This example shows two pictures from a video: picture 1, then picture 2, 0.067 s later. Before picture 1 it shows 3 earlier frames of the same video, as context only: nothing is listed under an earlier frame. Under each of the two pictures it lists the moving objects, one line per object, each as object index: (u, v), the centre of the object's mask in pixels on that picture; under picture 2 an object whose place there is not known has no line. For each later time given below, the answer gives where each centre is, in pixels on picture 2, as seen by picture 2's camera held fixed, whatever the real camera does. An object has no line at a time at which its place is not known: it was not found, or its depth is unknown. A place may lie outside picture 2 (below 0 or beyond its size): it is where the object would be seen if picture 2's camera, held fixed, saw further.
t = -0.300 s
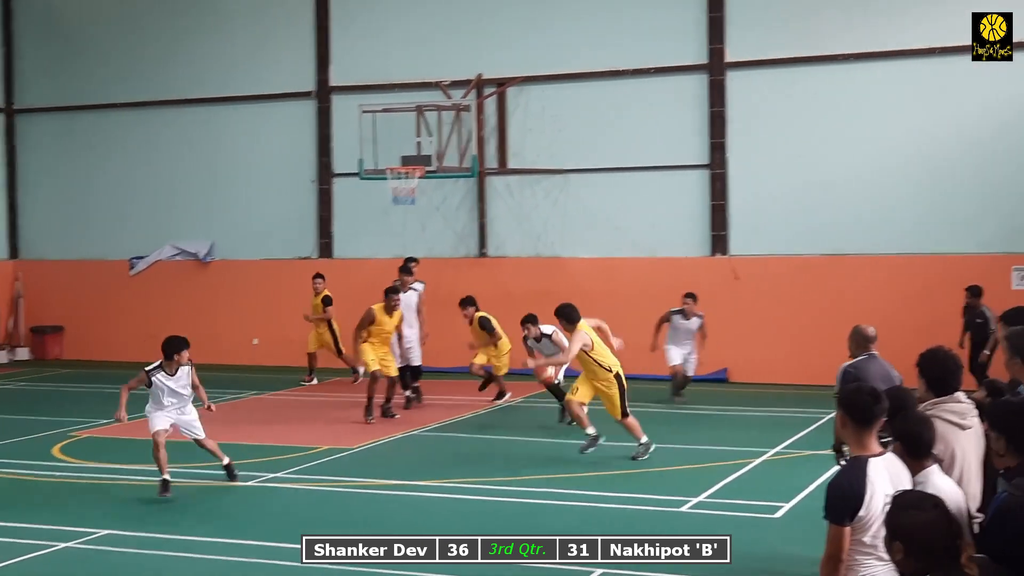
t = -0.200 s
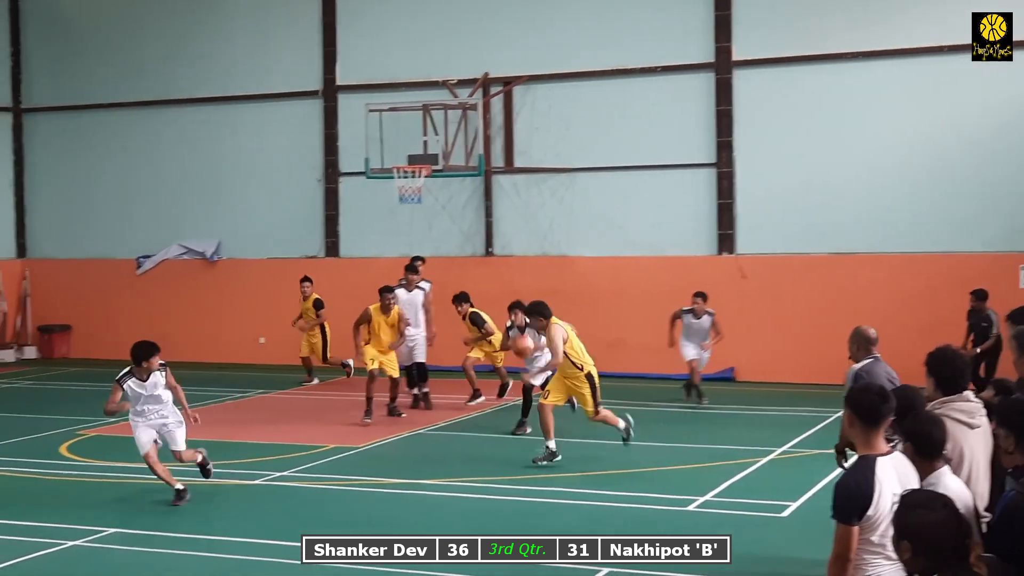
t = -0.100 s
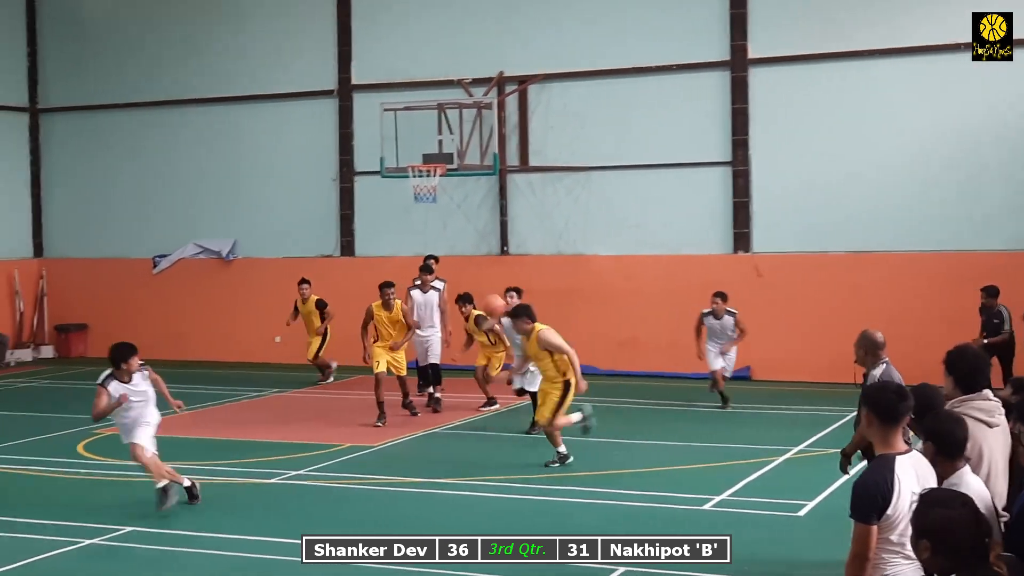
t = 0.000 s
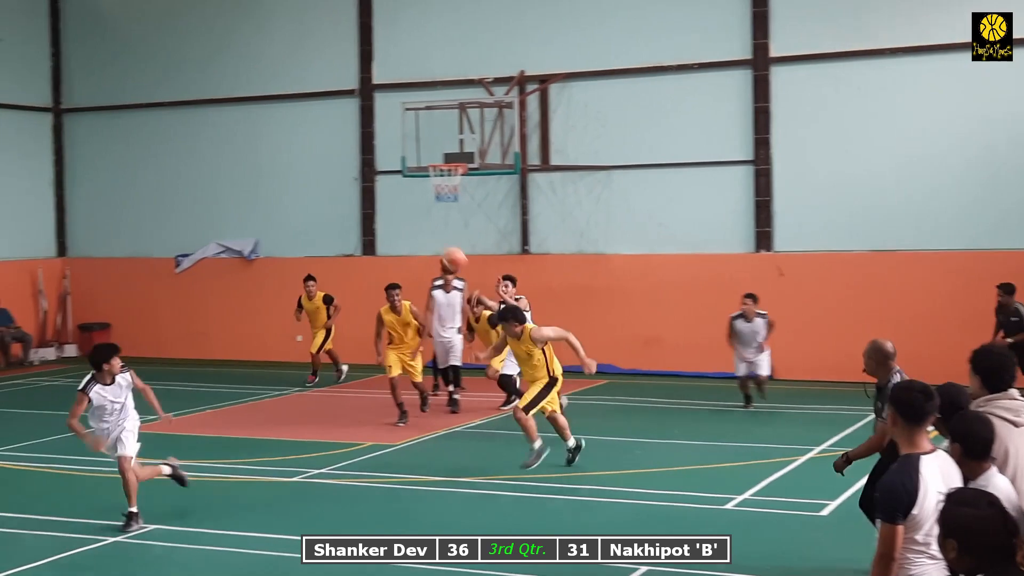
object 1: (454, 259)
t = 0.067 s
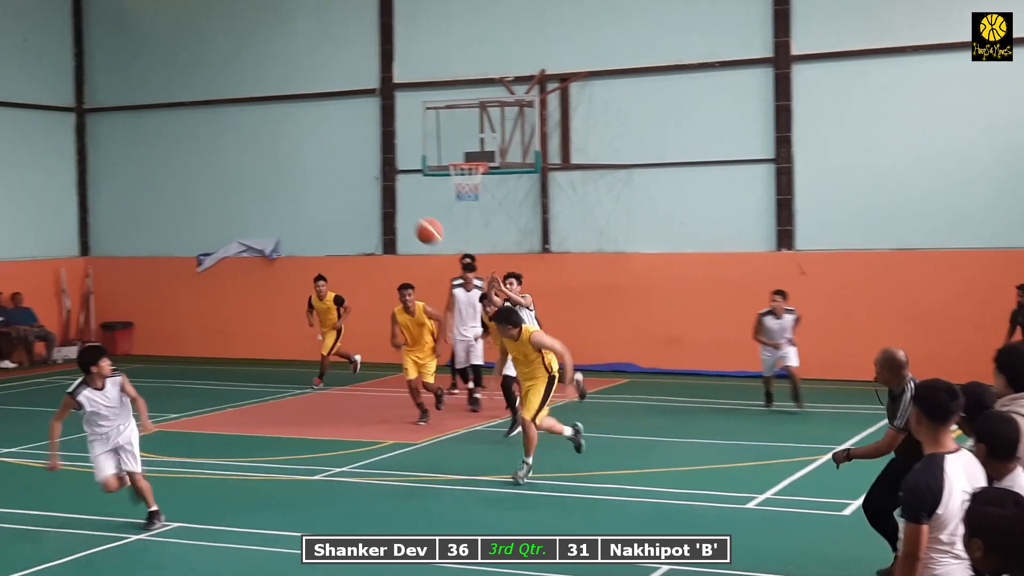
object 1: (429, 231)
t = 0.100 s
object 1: (404, 218)
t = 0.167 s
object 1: (350, 194)
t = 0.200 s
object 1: (323, 183)
